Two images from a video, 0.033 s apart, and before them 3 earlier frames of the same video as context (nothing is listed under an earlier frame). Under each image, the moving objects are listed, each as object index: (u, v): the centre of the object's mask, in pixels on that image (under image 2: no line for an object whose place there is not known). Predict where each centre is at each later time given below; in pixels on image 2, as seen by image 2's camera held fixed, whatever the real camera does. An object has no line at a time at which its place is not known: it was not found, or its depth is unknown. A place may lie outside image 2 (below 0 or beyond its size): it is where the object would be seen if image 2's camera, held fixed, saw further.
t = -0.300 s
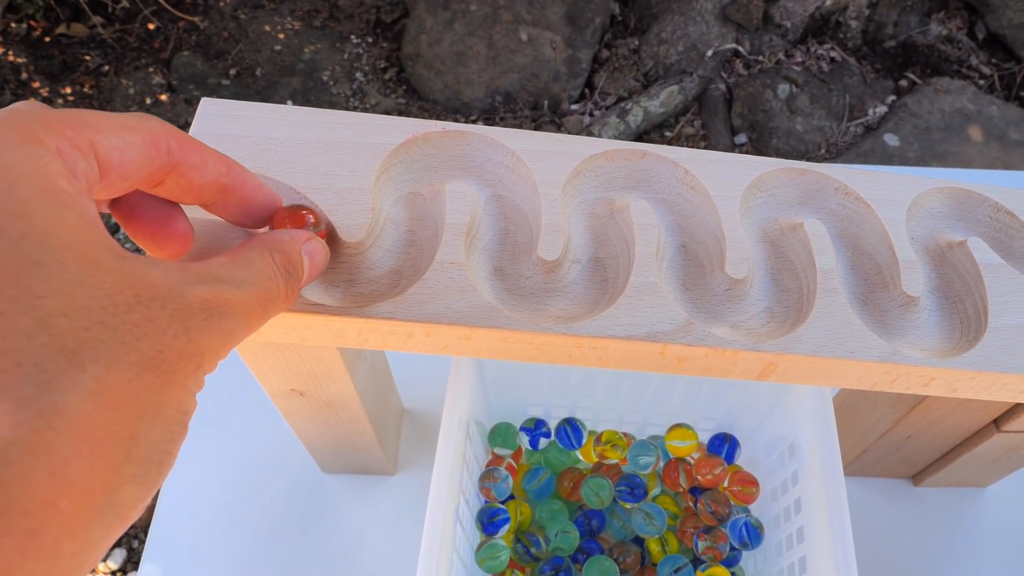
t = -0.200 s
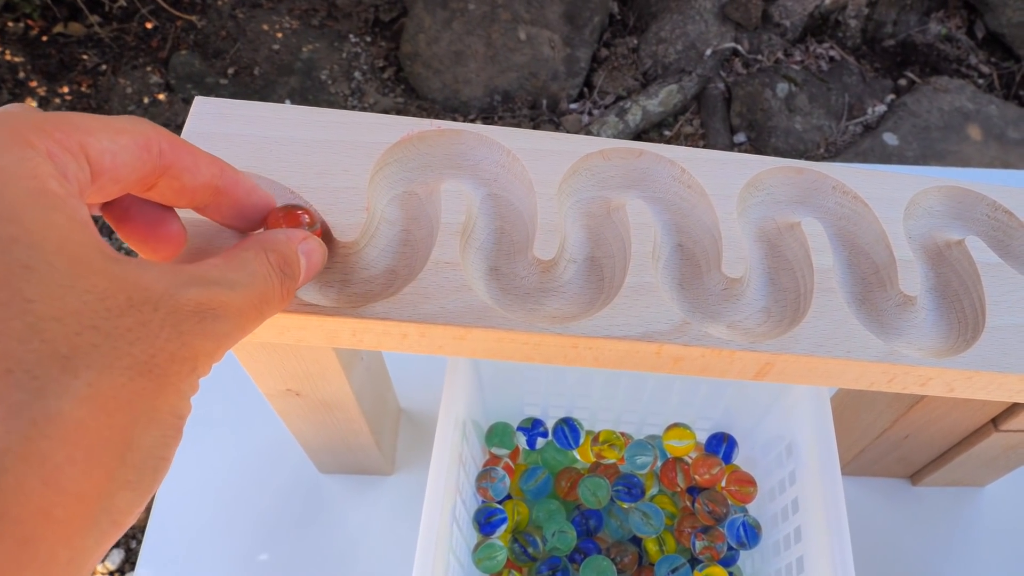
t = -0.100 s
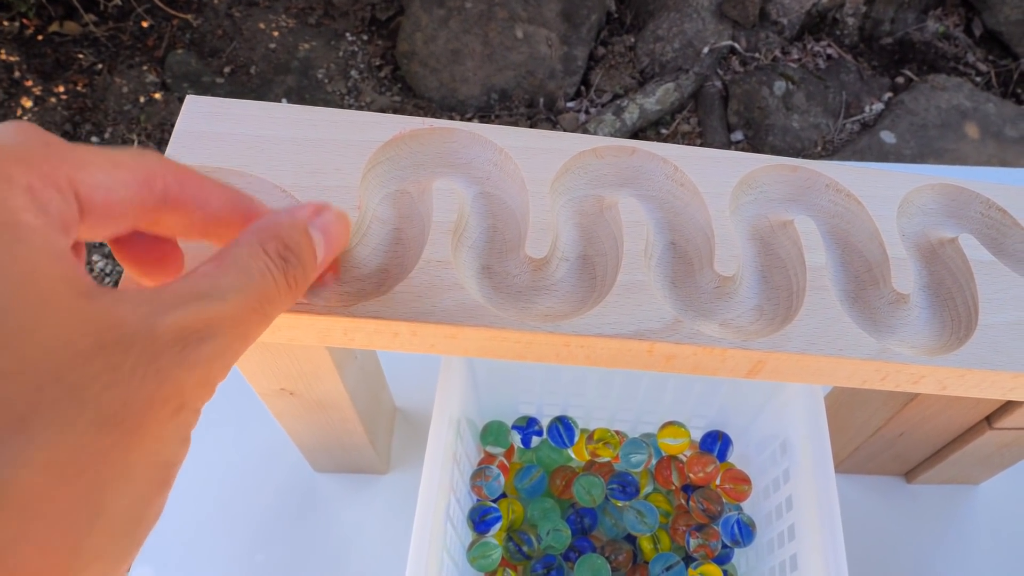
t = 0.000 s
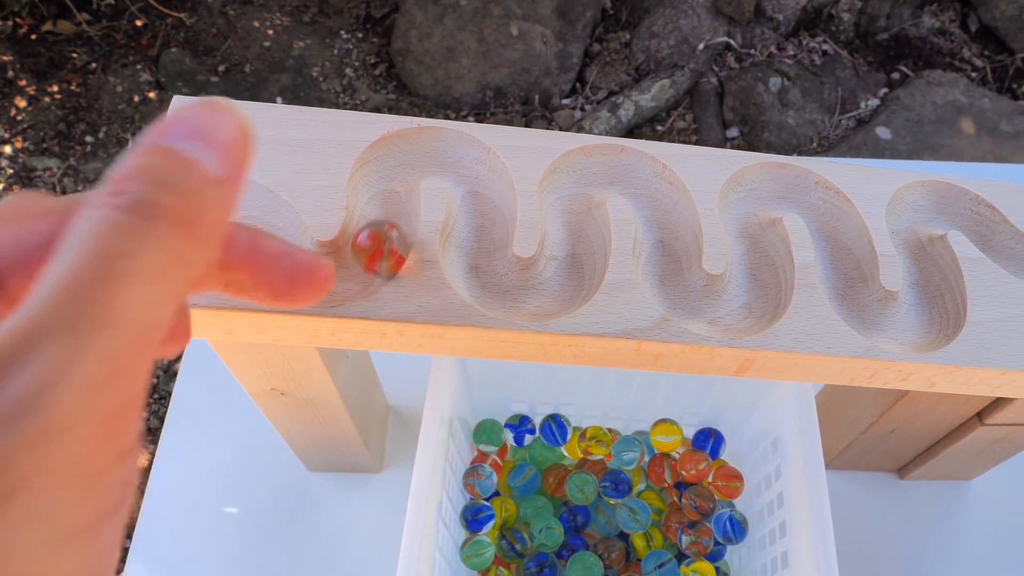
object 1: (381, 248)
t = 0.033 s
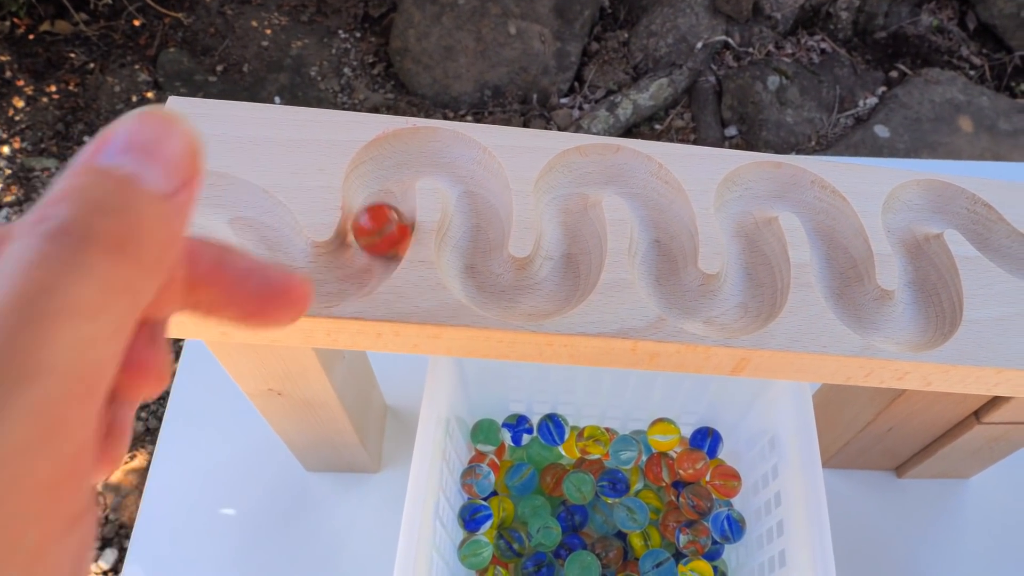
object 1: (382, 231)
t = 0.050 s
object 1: (379, 219)
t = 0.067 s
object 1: (374, 205)
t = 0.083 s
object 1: (376, 195)
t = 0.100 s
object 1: (379, 183)
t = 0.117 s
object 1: (383, 173)
